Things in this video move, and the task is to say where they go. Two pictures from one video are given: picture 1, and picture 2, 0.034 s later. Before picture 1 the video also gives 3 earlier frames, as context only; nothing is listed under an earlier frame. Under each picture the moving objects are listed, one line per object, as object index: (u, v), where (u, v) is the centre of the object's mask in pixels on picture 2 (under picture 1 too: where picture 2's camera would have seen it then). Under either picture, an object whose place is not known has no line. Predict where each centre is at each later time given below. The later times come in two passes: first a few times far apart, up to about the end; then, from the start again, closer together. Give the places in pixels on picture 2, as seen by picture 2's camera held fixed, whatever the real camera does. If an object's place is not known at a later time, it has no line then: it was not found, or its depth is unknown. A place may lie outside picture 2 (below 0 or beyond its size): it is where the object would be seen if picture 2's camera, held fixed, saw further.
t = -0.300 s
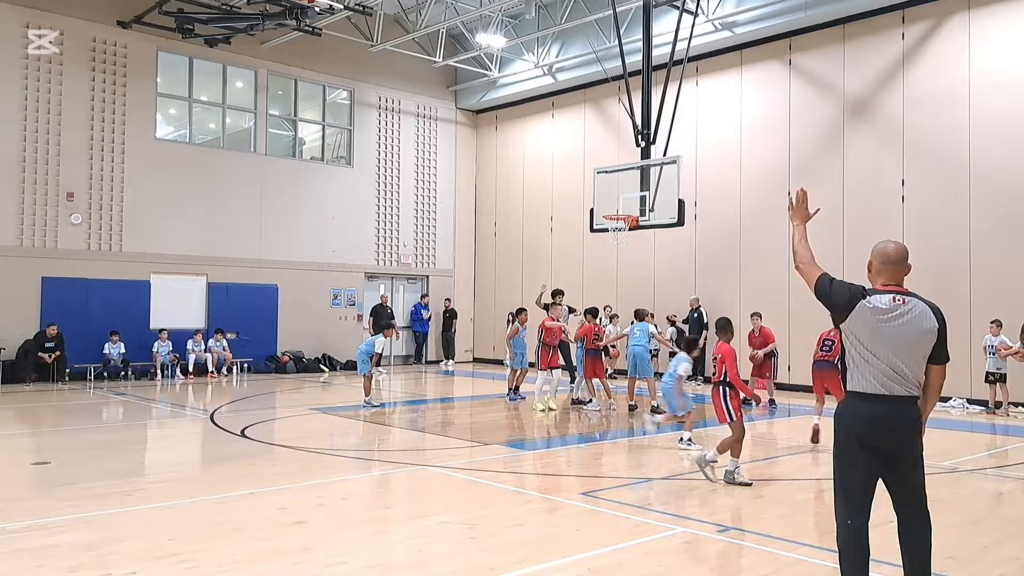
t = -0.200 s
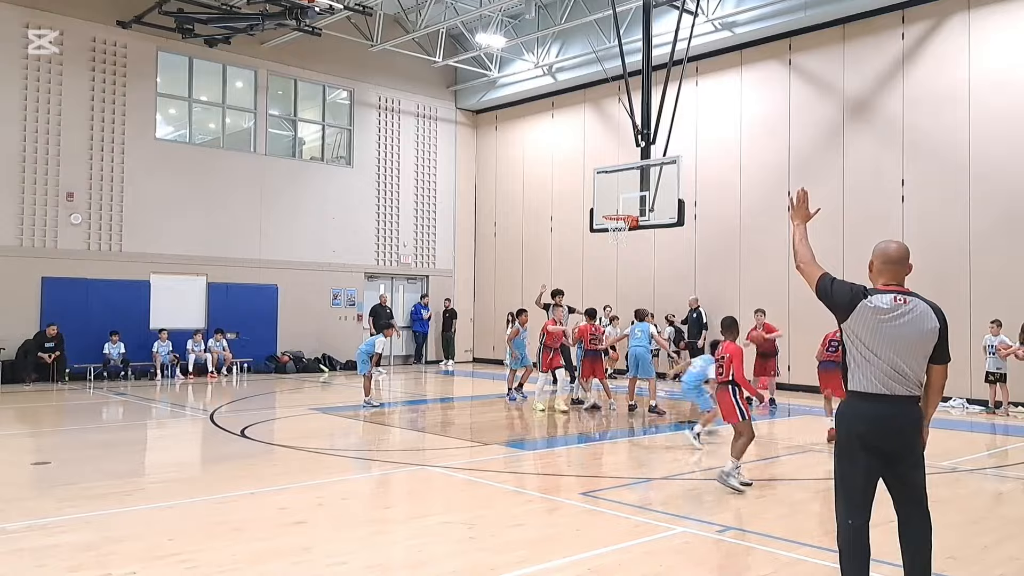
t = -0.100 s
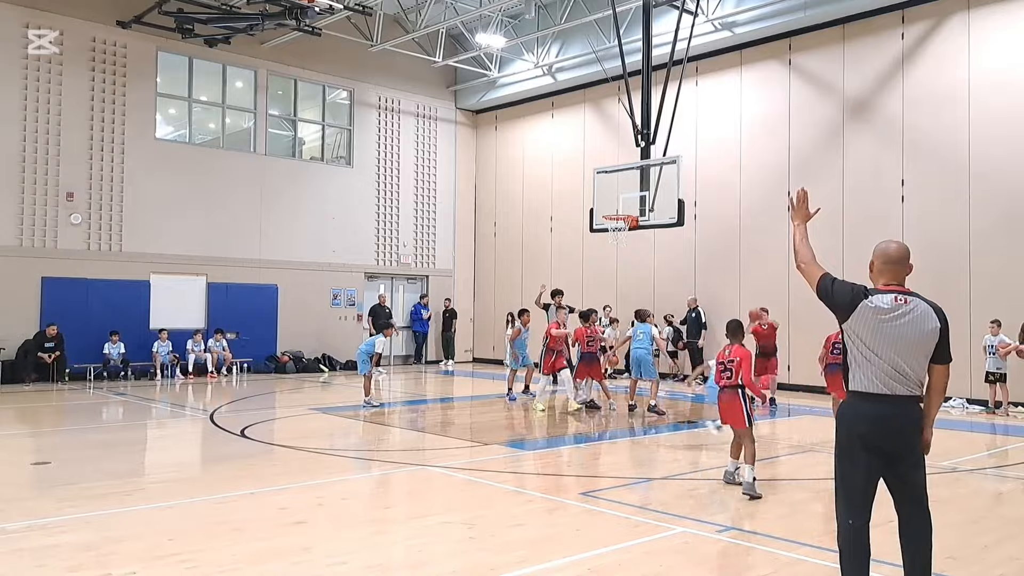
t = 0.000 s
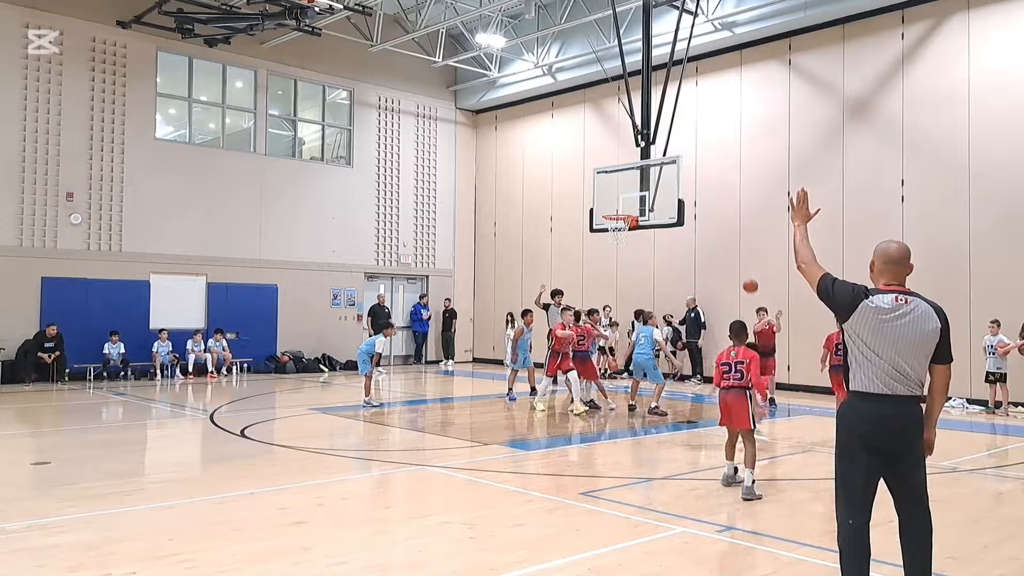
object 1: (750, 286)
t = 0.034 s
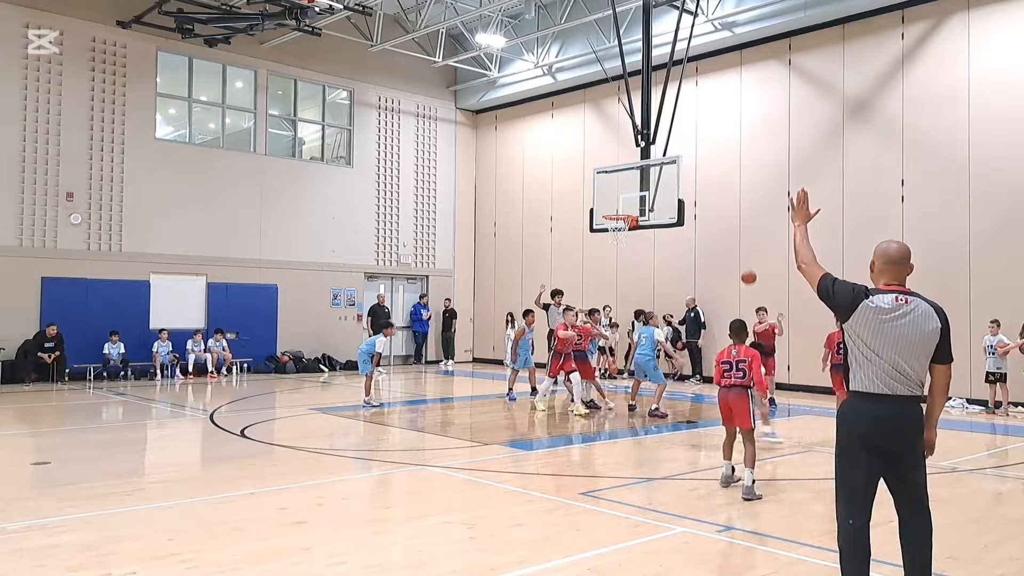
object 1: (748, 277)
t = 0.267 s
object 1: (734, 230)
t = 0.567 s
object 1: (707, 219)
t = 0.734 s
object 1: (688, 250)
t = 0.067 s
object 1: (747, 269)
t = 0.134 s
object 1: (743, 254)
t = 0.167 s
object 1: (741, 247)
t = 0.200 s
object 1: (739, 241)
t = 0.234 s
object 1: (736, 235)
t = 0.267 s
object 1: (734, 230)
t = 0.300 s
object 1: (732, 226)
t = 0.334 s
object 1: (729, 222)
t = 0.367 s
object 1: (726, 219)
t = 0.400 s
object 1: (723, 217)
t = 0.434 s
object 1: (721, 215)
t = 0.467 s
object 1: (718, 215)
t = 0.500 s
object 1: (714, 215)
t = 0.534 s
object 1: (711, 217)
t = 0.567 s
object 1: (707, 219)
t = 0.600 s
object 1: (704, 223)
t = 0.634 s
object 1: (700, 227)
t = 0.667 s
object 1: (696, 234)
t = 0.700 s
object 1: (692, 242)
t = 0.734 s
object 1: (688, 250)
